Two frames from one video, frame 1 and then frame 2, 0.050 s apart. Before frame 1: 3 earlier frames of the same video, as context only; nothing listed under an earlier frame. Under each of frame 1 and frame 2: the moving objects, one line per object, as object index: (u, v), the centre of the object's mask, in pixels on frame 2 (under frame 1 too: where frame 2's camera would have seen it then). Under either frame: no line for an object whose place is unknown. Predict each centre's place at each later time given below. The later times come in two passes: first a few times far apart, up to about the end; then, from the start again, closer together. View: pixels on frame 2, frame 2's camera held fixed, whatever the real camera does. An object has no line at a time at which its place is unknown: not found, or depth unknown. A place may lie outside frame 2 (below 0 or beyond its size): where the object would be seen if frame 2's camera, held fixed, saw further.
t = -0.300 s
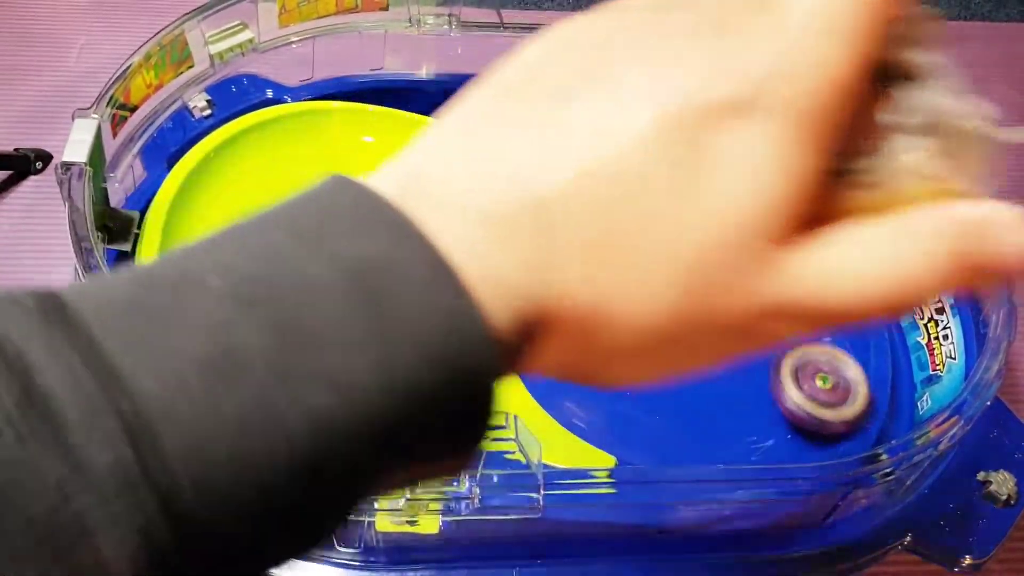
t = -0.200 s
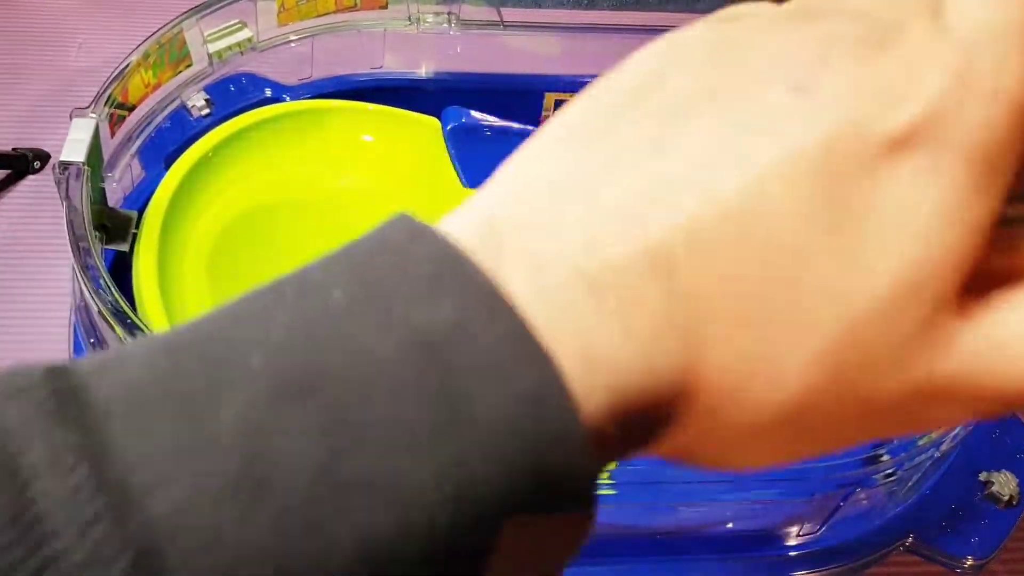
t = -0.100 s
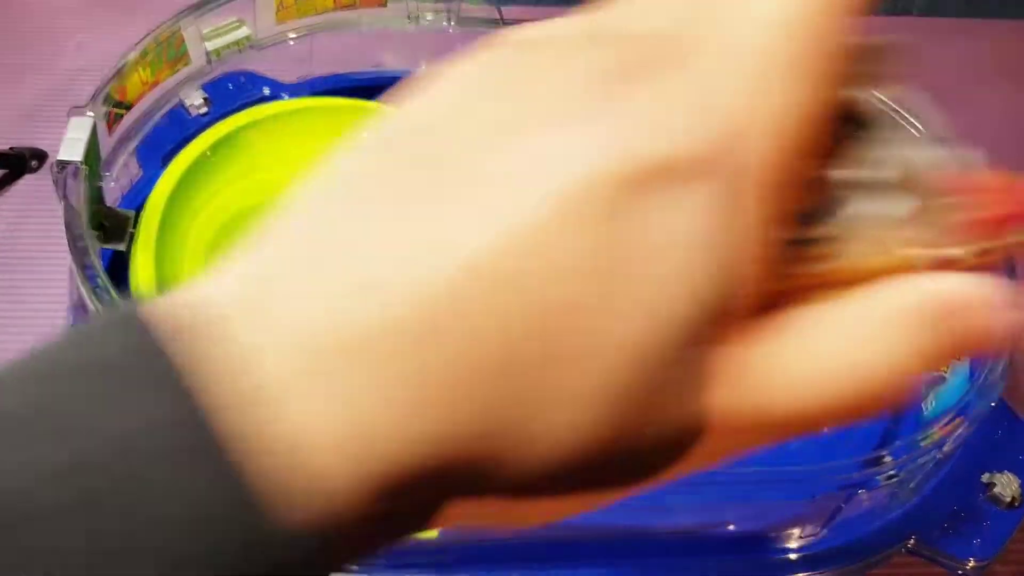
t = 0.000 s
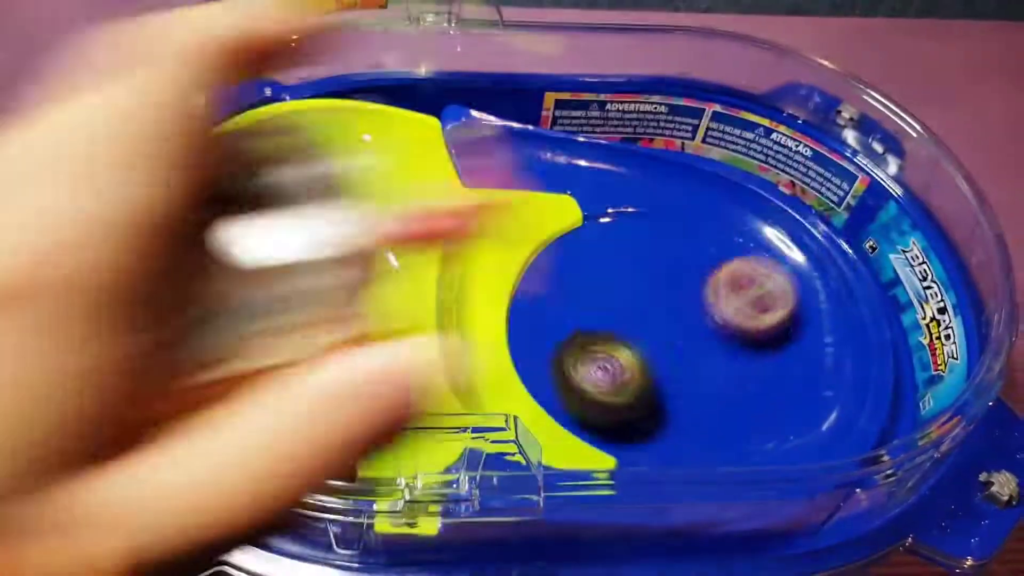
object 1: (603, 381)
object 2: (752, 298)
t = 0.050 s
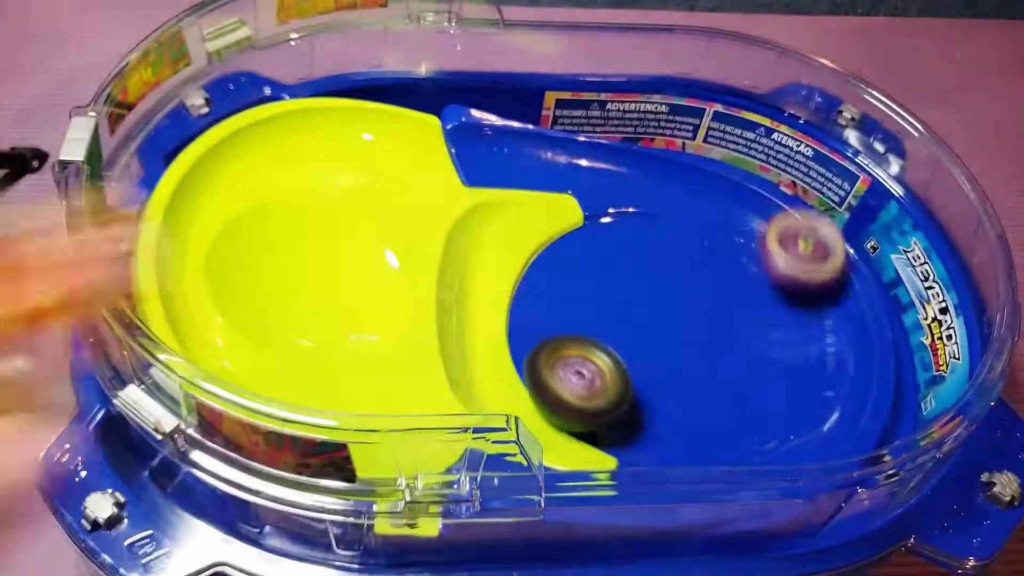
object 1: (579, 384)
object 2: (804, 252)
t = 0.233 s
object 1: (607, 341)
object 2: (724, 232)
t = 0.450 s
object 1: (520, 301)
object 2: (710, 267)
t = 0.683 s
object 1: (541, 331)
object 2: (672, 294)
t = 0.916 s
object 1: (581, 324)
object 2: (721, 309)
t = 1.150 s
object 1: (594, 340)
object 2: (726, 320)
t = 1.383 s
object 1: (600, 290)
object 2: (726, 334)
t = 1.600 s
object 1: (538, 317)
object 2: (708, 344)
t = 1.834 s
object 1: (612, 340)
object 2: (750, 363)
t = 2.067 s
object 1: (602, 284)
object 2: (730, 357)
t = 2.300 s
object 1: (559, 324)
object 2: (692, 342)
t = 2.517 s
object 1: (594, 327)
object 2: (725, 338)
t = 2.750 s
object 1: (600, 316)
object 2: (711, 334)
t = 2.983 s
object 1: (586, 310)
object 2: (710, 329)
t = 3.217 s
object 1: (578, 325)
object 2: (718, 333)
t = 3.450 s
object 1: (607, 300)
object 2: (725, 345)
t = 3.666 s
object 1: (575, 314)
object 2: (703, 342)
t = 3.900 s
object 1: (592, 303)
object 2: (714, 349)
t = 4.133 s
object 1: (575, 320)
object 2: (694, 342)
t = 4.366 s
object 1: (605, 310)
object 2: (701, 334)
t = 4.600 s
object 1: (611, 316)
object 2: (722, 338)
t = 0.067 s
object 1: (579, 380)
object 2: (802, 236)
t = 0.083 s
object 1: (576, 377)
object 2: (800, 225)
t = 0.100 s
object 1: (576, 376)
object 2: (796, 216)
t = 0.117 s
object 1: (578, 372)
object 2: (792, 211)
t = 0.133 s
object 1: (583, 368)
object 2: (785, 207)
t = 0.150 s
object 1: (587, 365)
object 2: (777, 206)
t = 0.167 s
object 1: (592, 361)
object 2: (767, 208)
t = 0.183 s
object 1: (597, 357)
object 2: (758, 212)
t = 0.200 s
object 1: (601, 352)
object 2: (746, 219)
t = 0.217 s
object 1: (605, 347)
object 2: (734, 228)
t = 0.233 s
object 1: (607, 341)
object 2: (724, 232)
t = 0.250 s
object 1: (610, 335)
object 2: (714, 237)
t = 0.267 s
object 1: (612, 330)
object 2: (703, 243)
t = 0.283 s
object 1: (613, 323)
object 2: (693, 249)
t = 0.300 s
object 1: (614, 317)
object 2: (683, 255)
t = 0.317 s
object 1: (614, 311)
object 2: (676, 260)
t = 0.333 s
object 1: (602, 309)
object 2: (682, 261)
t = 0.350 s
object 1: (587, 307)
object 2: (690, 262)
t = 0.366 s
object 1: (572, 305)
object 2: (697, 262)
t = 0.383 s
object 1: (556, 304)
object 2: (702, 261)
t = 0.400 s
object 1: (542, 302)
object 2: (705, 262)
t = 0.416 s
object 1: (532, 300)
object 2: (708, 262)
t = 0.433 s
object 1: (526, 300)
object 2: (710, 265)
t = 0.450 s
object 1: (520, 301)
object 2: (710, 267)
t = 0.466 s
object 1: (515, 303)
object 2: (710, 270)
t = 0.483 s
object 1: (508, 306)
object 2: (708, 272)
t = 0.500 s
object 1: (503, 308)
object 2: (705, 275)
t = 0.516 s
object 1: (497, 311)
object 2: (702, 277)
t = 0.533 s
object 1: (496, 312)
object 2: (698, 279)
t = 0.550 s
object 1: (500, 316)
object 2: (695, 282)
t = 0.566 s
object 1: (503, 320)
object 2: (691, 284)
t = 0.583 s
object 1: (506, 321)
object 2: (687, 286)
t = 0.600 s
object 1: (510, 322)
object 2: (684, 288)
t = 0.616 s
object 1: (515, 322)
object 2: (682, 289)
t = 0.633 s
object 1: (520, 324)
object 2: (679, 290)
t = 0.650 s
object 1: (525, 325)
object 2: (677, 292)
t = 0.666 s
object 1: (533, 327)
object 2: (674, 293)
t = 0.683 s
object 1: (541, 331)
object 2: (672, 294)
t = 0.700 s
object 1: (550, 332)
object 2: (670, 295)
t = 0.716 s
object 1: (558, 331)
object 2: (669, 295)
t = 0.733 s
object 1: (569, 332)
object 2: (669, 296)
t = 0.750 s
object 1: (579, 332)
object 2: (668, 296)
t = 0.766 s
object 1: (589, 332)
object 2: (669, 297)
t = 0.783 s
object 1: (591, 326)
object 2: (674, 297)
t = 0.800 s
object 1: (592, 324)
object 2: (682, 296)
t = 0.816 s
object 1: (591, 324)
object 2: (691, 298)
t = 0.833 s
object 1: (589, 324)
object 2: (699, 299)
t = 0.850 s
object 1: (588, 323)
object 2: (705, 300)
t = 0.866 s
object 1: (586, 323)
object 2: (710, 303)
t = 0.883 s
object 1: (585, 323)
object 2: (715, 305)
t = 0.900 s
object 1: (583, 323)
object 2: (718, 307)
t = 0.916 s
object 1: (581, 324)
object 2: (721, 309)
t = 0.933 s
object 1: (579, 325)
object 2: (723, 310)
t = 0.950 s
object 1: (577, 326)
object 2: (724, 312)
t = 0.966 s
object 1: (575, 327)
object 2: (726, 313)
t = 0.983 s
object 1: (573, 329)
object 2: (726, 313)
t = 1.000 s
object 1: (572, 330)
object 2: (727, 315)
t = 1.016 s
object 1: (571, 332)
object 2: (727, 316)
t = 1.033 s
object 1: (570, 334)
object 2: (728, 316)
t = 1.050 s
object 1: (571, 335)
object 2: (728, 317)
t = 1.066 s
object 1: (572, 337)
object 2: (728, 318)
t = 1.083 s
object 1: (575, 338)
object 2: (728, 318)
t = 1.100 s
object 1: (578, 339)
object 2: (727, 318)
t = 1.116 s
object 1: (583, 340)
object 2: (726, 319)
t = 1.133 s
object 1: (588, 340)
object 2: (726, 320)
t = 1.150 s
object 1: (594, 340)
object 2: (726, 320)
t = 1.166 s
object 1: (599, 339)
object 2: (725, 321)
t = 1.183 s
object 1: (605, 338)
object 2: (725, 321)
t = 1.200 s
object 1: (611, 335)
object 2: (724, 322)
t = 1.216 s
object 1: (616, 332)
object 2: (723, 323)
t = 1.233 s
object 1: (621, 328)
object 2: (722, 323)
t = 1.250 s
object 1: (624, 323)
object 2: (722, 324)
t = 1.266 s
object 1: (623, 318)
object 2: (725, 326)
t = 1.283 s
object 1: (621, 313)
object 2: (727, 327)
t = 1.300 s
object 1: (618, 308)
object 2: (727, 328)
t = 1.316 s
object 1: (616, 304)
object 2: (727, 329)
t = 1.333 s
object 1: (612, 299)
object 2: (727, 331)
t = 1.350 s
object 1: (609, 295)
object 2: (727, 332)
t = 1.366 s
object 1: (605, 292)
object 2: (726, 333)
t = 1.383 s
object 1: (600, 290)
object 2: (726, 334)
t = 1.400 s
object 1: (596, 288)
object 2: (724, 334)
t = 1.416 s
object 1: (591, 287)
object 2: (723, 335)
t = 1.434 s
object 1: (586, 286)
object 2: (723, 336)
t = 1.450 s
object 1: (580, 286)
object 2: (720, 337)
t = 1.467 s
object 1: (575, 287)
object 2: (719, 338)
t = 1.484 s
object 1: (569, 289)
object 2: (718, 338)
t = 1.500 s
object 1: (564, 291)
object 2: (716, 339)
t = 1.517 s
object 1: (558, 294)
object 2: (716, 340)
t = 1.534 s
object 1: (552, 297)
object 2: (714, 341)
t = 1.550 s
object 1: (547, 301)
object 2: (712, 341)
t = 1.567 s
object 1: (541, 306)
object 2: (711, 342)
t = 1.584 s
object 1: (537, 311)
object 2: (710, 343)
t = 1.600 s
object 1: (538, 317)
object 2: (708, 344)
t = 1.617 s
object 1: (541, 326)
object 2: (707, 345)
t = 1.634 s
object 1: (546, 332)
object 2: (705, 345)
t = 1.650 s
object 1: (552, 338)
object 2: (704, 346)
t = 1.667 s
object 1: (560, 344)
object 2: (702, 346)
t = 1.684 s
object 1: (570, 349)
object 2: (700, 347)
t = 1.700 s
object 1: (581, 353)
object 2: (699, 347)
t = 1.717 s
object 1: (592, 357)
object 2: (697, 348)
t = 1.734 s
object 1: (603, 358)
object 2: (697, 348)
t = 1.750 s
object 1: (607, 355)
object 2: (706, 351)
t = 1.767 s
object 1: (606, 353)
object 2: (718, 355)
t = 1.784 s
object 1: (607, 350)
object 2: (729, 358)
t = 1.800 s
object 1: (609, 348)
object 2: (737, 360)
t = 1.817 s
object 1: (610, 344)
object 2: (745, 361)
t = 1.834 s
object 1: (612, 340)
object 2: (750, 363)
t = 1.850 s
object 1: (614, 335)
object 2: (752, 364)
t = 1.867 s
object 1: (615, 331)
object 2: (754, 365)
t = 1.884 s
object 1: (616, 325)
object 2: (754, 365)
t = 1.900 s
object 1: (617, 319)
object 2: (753, 365)
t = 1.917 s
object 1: (617, 314)
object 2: (751, 364)
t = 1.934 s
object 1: (617, 309)
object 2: (749, 364)
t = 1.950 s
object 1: (617, 304)
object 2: (748, 363)
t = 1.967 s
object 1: (616, 300)
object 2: (746, 363)
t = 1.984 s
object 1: (614, 296)
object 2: (744, 362)
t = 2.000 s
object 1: (613, 293)
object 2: (741, 361)
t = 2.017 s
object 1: (610, 290)
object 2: (738, 359)
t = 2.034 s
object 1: (608, 288)
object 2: (736, 359)
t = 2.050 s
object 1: (605, 286)
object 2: (733, 358)
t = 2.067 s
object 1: (602, 284)
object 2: (730, 357)
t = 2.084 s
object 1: (599, 285)
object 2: (727, 356)
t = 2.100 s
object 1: (596, 284)
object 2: (725, 355)
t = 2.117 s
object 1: (592, 285)
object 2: (722, 354)
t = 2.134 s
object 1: (589, 285)
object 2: (720, 353)
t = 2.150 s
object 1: (585, 287)
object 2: (717, 352)
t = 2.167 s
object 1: (580, 289)
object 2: (713, 350)
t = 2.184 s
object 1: (577, 292)
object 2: (711, 350)
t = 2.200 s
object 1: (573, 295)
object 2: (708, 349)
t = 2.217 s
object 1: (569, 299)
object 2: (706, 348)
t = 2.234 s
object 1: (565, 304)
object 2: (702, 346)
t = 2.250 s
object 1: (562, 309)
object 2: (700, 346)
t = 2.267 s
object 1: (560, 314)
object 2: (697, 344)
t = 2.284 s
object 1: (558, 319)
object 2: (694, 343)
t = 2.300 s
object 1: (559, 324)
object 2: (692, 342)
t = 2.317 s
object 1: (561, 328)
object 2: (690, 341)
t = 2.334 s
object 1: (564, 332)
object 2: (688, 341)
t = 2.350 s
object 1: (569, 336)
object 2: (685, 339)
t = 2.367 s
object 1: (576, 339)
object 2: (683, 339)
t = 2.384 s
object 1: (584, 342)
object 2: (681, 338)
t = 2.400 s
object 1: (587, 343)
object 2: (684, 337)
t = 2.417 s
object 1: (585, 342)
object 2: (693, 337)
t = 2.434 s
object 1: (584, 341)
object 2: (702, 337)
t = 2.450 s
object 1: (585, 339)
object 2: (708, 337)
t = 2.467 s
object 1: (586, 337)
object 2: (715, 338)
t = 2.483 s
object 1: (588, 334)
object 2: (719, 338)
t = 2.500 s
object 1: (591, 331)
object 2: (722, 337)
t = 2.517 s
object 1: (594, 327)
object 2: (725, 338)
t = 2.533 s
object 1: (597, 324)
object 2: (727, 338)
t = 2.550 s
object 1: (600, 322)
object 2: (727, 338)
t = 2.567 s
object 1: (603, 320)
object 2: (727, 338)
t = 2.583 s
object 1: (604, 318)
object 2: (725, 337)
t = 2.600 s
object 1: (606, 317)
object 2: (724, 338)
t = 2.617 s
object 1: (608, 316)
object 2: (722, 338)
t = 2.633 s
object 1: (609, 315)
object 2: (719, 337)
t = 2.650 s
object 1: (609, 315)
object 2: (716, 337)
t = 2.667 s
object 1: (610, 315)
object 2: (714, 336)
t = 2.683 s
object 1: (610, 315)
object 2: (711, 336)
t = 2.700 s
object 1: (608, 315)
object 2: (710, 335)
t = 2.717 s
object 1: (604, 314)
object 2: (711, 335)
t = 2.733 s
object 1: (602, 314)
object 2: (711, 335)
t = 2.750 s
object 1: (600, 316)
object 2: (711, 334)
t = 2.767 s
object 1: (598, 317)
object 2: (709, 333)
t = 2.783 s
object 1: (596, 319)
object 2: (708, 333)
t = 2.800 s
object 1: (594, 320)
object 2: (706, 332)
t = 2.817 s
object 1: (593, 321)
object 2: (704, 330)
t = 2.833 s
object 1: (591, 322)
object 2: (702, 329)
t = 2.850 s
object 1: (590, 323)
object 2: (701, 329)
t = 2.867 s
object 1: (590, 322)
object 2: (699, 328)
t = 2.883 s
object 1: (590, 323)
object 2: (698, 327)
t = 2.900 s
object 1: (591, 322)
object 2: (697, 326)
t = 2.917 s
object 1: (593, 320)
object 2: (695, 325)
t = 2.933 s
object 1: (595, 318)
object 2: (694, 325)
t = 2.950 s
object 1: (595, 316)
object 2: (696, 325)
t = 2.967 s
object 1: (590, 312)
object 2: (703, 326)
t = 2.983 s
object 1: (586, 310)
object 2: (710, 329)
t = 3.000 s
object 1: (582, 307)
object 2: (715, 330)
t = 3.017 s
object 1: (579, 306)
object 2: (718, 331)
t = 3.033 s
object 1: (576, 306)
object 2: (721, 332)
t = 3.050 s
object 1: (573, 307)
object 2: (722, 333)
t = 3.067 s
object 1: (572, 308)
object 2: (723, 334)
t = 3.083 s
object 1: (571, 310)
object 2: (723, 334)
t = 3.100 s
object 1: (570, 312)
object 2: (723, 335)
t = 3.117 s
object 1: (570, 315)
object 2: (723, 334)
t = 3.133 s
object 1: (570, 317)
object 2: (722, 334)
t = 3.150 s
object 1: (570, 320)
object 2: (722, 335)
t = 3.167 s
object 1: (571, 322)
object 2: (721, 334)
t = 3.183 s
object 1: (573, 323)
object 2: (720, 334)
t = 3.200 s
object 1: (575, 324)
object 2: (719, 334)
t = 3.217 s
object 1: (578, 325)
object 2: (718, 333)
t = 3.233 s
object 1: (582, 324)
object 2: (718, 334)
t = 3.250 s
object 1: (586, 324)
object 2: (717, 333)
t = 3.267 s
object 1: (591, 323)
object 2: (716, 333)
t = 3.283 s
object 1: (597, 323)
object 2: (716, 333)
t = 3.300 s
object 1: (603, 322)
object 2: (715, 333)
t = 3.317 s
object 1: (609, 321)
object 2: (716, 333)
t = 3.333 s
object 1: (614, 320)
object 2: (715, 333)
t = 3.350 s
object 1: (616, 318)
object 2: (716, 334)
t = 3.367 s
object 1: (616, 314)
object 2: (719, 335)
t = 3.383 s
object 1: (616, 311)
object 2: (723, 338)
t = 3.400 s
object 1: (614, 308)
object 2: (724, 340)
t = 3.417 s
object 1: (612, 305)
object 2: (724, 342)
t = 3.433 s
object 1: (609, 301)
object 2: (726, 344)
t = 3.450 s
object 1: (607, 300)
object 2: (725, 345)
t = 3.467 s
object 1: (605, 298)
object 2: (725, 345)
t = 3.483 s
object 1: (602, 297)
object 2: (723, 346)
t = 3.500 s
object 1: (598, 296)
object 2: (721, 346)
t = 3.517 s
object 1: (595, 296)
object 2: (720, 346)
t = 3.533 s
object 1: (592, 296)
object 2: (719, 346)
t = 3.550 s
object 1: (590, 297)
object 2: (717, 346)
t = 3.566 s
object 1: (587, 298)
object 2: (714, 345)
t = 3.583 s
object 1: (584, 299)
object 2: (713, 345)
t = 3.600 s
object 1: (581, 302)
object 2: (711, 344)
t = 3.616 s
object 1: (579, 305)
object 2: (709, 344)
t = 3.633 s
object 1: (578, 308)
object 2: (707, 343)
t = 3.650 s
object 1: (577, 311)
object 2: (705, 342)
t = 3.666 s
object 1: (575, 314)
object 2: (703, 342)
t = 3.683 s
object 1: (575, 316)
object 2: (702, 341)
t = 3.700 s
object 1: (576, 317)
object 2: (700, 340)
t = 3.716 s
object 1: (578, 319)
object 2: (698, 340)
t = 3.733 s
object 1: (581, 320)
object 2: (697, 340)
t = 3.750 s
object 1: (585, 322)
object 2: (694, 339)
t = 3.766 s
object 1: (589, 322)
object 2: (694, 339)
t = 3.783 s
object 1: (596, 322)
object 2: (691, 337)
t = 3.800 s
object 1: (597, 320)
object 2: (693, 339)
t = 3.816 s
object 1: (595, 316)
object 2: (699, 341)
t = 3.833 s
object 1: (593, 312)
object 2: (704, 344)
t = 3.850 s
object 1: (593, 309)
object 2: (709, 346)
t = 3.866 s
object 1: (592, 306)
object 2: (711, 347)
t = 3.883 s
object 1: (592, 304)
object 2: (714, 349)
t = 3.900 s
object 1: (592, 303)
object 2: (714, 349)
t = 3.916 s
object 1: (591, 302)
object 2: (714, 350)
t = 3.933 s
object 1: (590, 302)
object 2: (714, 350)
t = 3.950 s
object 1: (589, 303)
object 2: (712, 350)
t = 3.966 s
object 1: (587, 304)
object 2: (710, 350)
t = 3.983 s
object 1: (585, 305)
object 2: (709, 350)
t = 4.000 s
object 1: (583, 305)
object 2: (707, 349)
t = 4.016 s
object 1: (581, 305)
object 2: (705, 349)
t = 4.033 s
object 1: (579, 308)
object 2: (703, 348)
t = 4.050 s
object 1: (578, 310)
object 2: (702, 347)
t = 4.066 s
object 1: (577, 312)
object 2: (699, 345)
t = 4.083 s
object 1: (576, 314)
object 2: (699, 345)
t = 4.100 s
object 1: (576, 317)
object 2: (696, 344)
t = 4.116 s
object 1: (575, 319)
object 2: (695, 343)
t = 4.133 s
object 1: (575, 320)
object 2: (694, 342)
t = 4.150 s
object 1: (577, 322)
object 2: (694, 342)
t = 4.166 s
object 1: (579, 323)
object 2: (692, 340)
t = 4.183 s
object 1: (582, 323)
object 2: (691, 340)
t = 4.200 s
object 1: (585, 323)
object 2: (689, 339)
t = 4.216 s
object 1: (589, 323)
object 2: (689, 338)
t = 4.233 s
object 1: (590, 321)
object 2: (692, 337)
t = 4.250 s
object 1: (590, 319)
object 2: (695, 337)
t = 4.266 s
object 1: (591, 318)
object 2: (698, 337)
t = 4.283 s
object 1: (593, 315)
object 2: (700, 337)
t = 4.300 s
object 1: (594, 313)
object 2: (700, 336)
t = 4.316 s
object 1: (597, 313)
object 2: (701, 336)
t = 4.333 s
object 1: (600, 311)
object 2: (700, 335)
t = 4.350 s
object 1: (603, 311)
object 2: (700, 335)
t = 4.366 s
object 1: (605, 310)
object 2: (701, 334)
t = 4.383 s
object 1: (606, 310)
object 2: (705, 335)
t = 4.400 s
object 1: (606, 309)
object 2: (708, 335)
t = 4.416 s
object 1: (606, 309)
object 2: (710, 335)
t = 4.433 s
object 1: (608, 310)
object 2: (710, 335)
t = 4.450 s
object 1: (608, 310)
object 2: (711, 335)
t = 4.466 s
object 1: (610, 312)
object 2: (710, 335)
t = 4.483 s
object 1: (612, 313)
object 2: (711, 334)
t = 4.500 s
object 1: (613, 314)
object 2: (712, 334)
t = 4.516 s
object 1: (612, 314)
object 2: (714, 335)
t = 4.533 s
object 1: (613, 315)
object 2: (715, 336)
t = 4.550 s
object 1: (613, 316)
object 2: (716, 335)
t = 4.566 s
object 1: (614, 317)
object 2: (716, 336)
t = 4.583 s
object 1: (614, 317)
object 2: (718, 336)
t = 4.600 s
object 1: (611, 316)
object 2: (722, 338)
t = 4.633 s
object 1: (609, 316)
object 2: (727, 340)
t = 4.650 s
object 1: (608, 315)
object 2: (729, 341)
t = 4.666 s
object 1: (607, 315)
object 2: (730, 342)
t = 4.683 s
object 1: (607, 316)
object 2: (730, 342)
